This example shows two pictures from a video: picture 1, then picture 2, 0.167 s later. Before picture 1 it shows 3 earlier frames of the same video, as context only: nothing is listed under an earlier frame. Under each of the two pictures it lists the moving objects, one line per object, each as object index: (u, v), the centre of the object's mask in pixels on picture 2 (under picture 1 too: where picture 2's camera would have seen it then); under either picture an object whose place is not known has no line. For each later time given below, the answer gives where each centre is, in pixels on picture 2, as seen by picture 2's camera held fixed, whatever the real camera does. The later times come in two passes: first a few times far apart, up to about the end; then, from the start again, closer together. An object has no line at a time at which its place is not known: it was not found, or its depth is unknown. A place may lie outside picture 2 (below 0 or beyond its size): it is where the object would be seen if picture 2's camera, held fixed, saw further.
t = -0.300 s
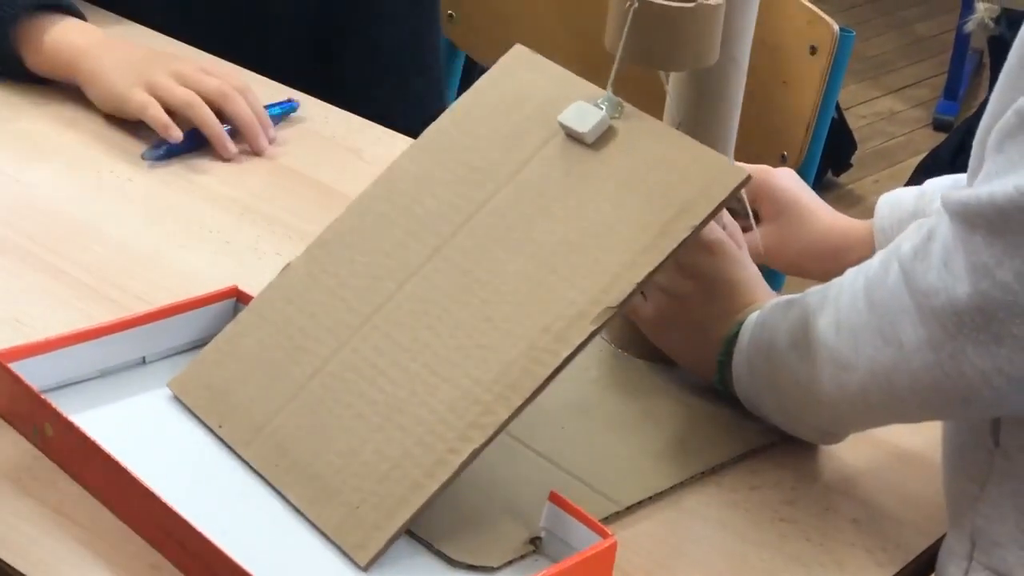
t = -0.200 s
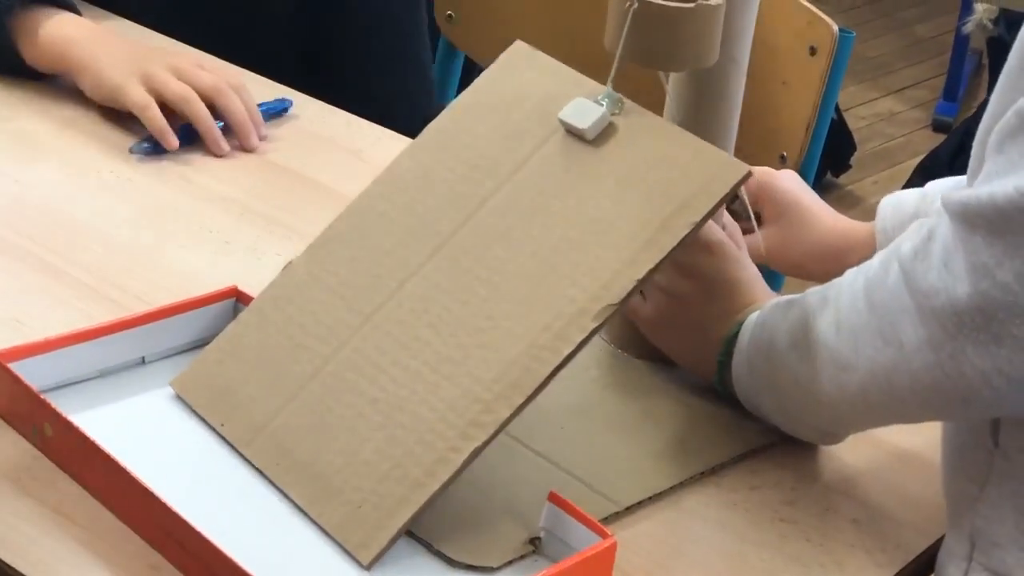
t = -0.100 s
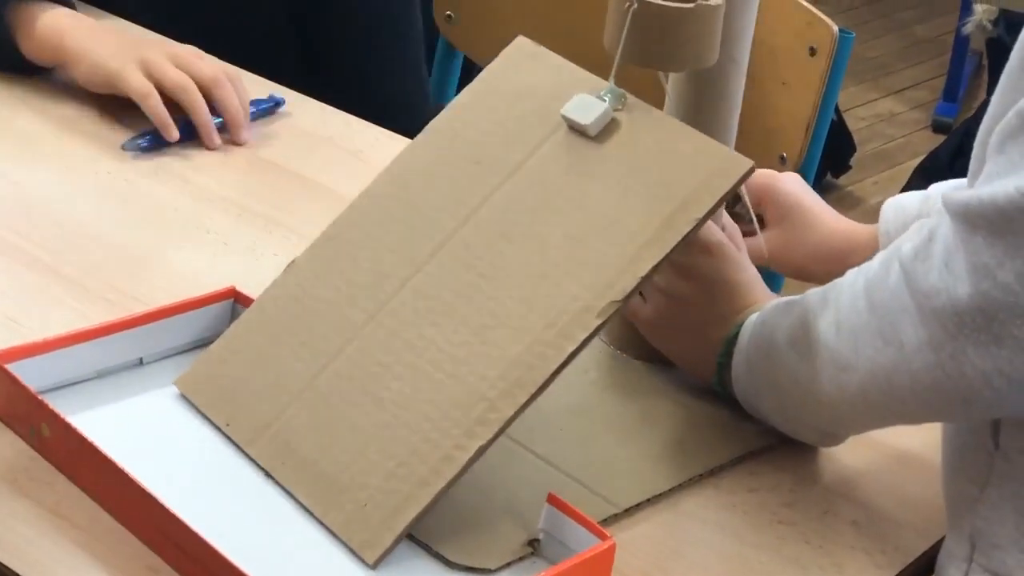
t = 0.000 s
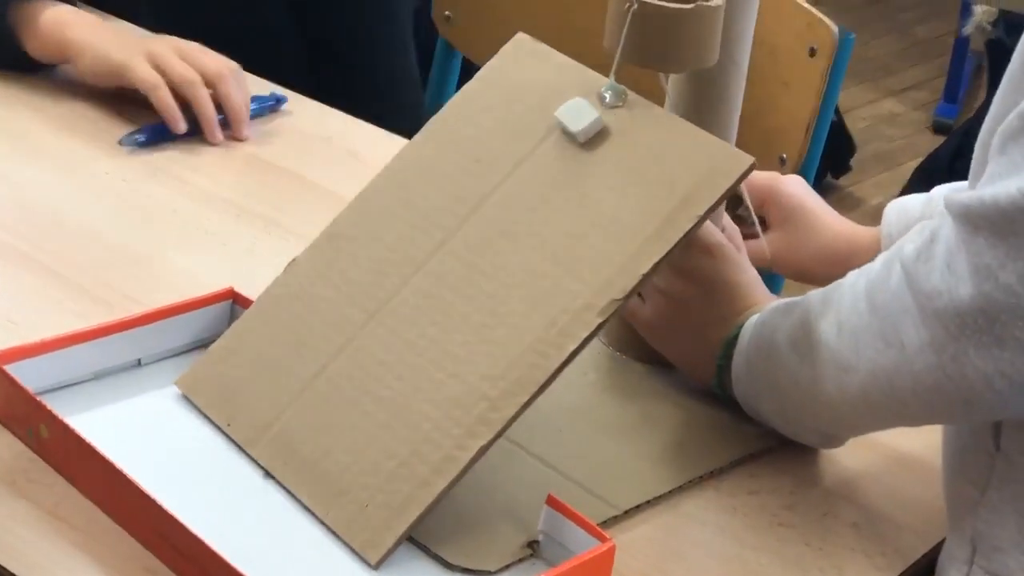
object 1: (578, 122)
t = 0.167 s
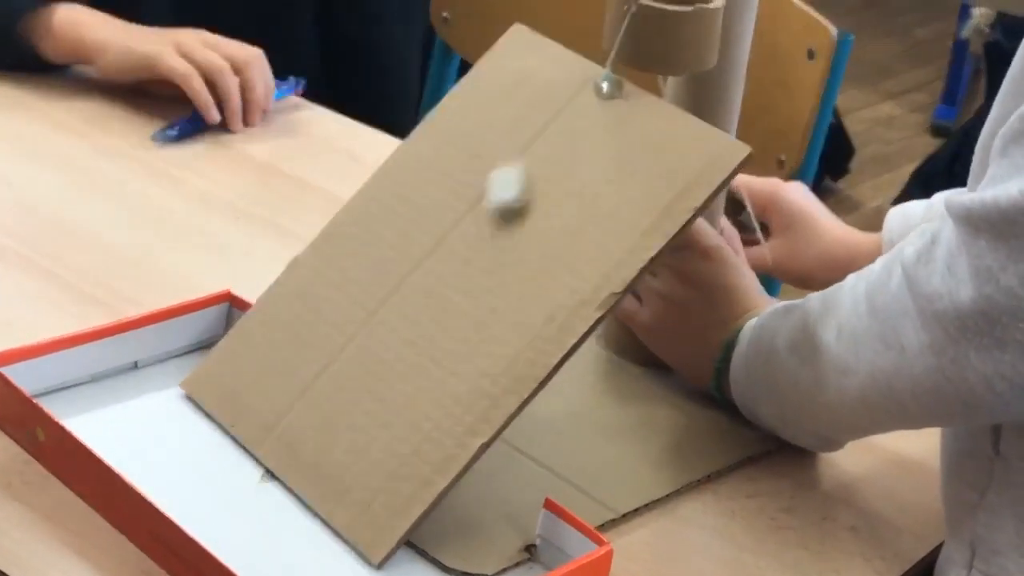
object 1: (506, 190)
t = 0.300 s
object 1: (391, 331)
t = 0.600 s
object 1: (175, 412)
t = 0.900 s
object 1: (124, 435)
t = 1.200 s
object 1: (124, 435)
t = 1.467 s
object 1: (124, 436)
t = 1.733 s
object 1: (124, 436)
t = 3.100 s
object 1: (127, 436)
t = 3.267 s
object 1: (123, 434)
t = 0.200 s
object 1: (484, 221)
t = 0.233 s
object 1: (458, 255)
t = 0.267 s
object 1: (426, 291)
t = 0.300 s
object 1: (391, 331)
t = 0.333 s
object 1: (352, 378)
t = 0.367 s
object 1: (306, 433)
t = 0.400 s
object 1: (278, 439)
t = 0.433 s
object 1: (259, 420)
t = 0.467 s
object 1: (241, 420)
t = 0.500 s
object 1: (221, 426)
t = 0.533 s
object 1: (207, 417)
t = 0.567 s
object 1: (193, 413)
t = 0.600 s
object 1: (175, 412)
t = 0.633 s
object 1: (162, 412)
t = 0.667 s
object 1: (148, 414)
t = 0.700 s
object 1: (133, 429)
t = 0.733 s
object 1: (128, 430)
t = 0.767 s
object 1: (129, 433)
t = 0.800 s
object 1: (127, 434)
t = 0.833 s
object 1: (125, 435)
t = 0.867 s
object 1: (124, 435)
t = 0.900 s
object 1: (124, 435)
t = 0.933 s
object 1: (124, 435)
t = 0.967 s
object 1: (124, 435)
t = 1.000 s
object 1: (124, 435)
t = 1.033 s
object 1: (124, 435)
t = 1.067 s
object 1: (124, 435)
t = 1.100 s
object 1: (124, 435)
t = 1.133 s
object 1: (124, 435)
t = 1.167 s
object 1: (124, 435)
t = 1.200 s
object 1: (124, 435)
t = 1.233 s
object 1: (124, 435)
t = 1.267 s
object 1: (124, 436)
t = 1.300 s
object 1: (124, 436)
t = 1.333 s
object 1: (124, 436)
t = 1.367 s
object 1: (124, 436)
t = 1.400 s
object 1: (124, 436)
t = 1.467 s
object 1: (124, 436)
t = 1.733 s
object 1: (124, 436)
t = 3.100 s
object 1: (127, 436)
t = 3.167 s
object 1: (126, 436)
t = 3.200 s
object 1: (125, 435)
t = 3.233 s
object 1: (124, 434)
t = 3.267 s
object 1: (123, 434)
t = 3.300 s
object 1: (123, 433)
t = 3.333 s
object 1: (122, 433)
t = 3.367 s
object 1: (121, 433)
